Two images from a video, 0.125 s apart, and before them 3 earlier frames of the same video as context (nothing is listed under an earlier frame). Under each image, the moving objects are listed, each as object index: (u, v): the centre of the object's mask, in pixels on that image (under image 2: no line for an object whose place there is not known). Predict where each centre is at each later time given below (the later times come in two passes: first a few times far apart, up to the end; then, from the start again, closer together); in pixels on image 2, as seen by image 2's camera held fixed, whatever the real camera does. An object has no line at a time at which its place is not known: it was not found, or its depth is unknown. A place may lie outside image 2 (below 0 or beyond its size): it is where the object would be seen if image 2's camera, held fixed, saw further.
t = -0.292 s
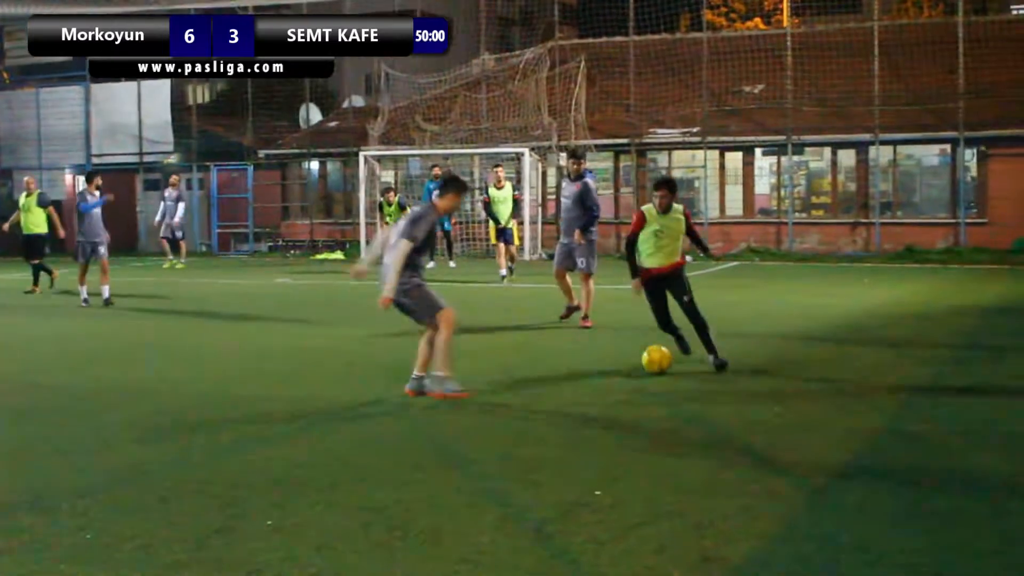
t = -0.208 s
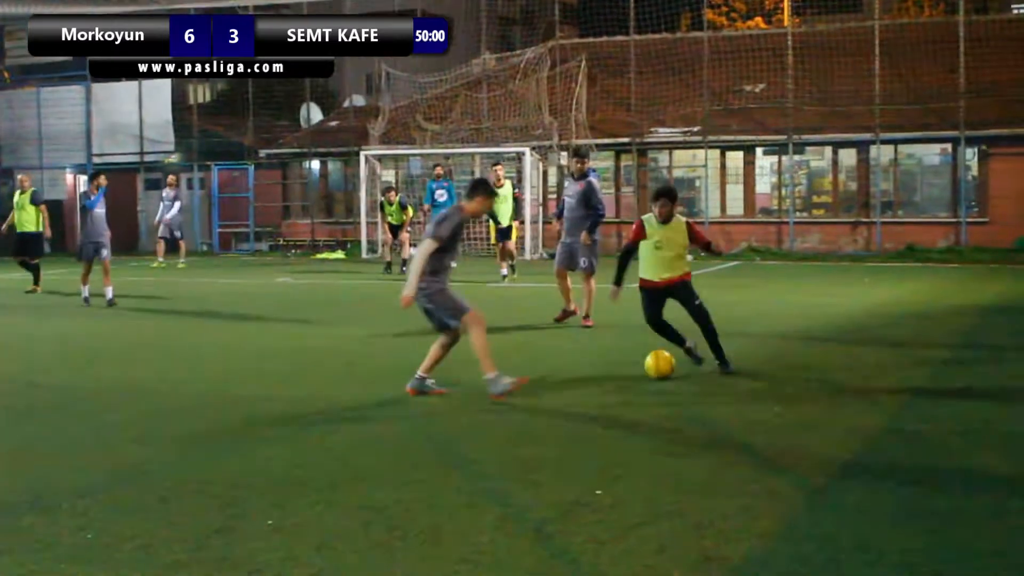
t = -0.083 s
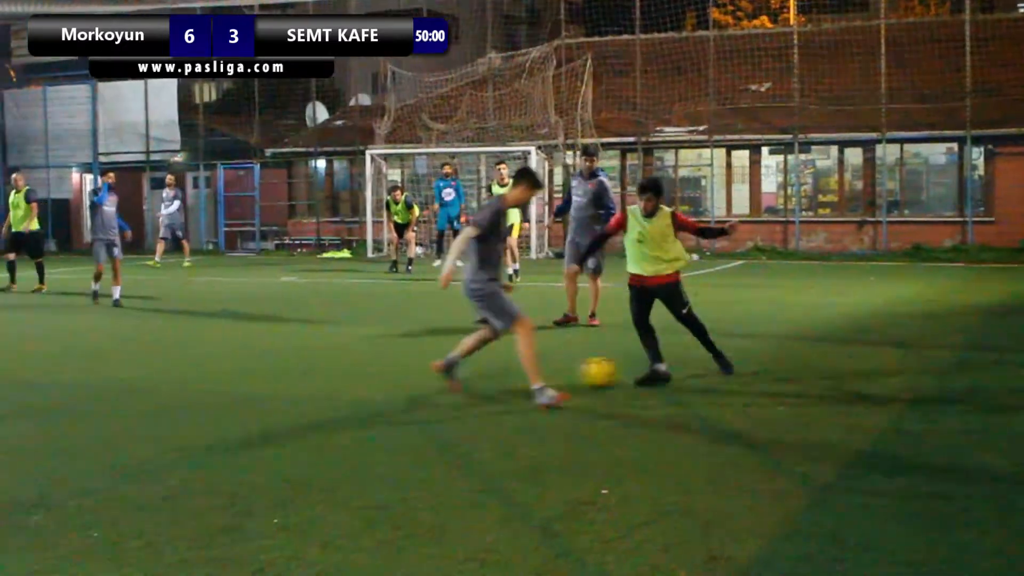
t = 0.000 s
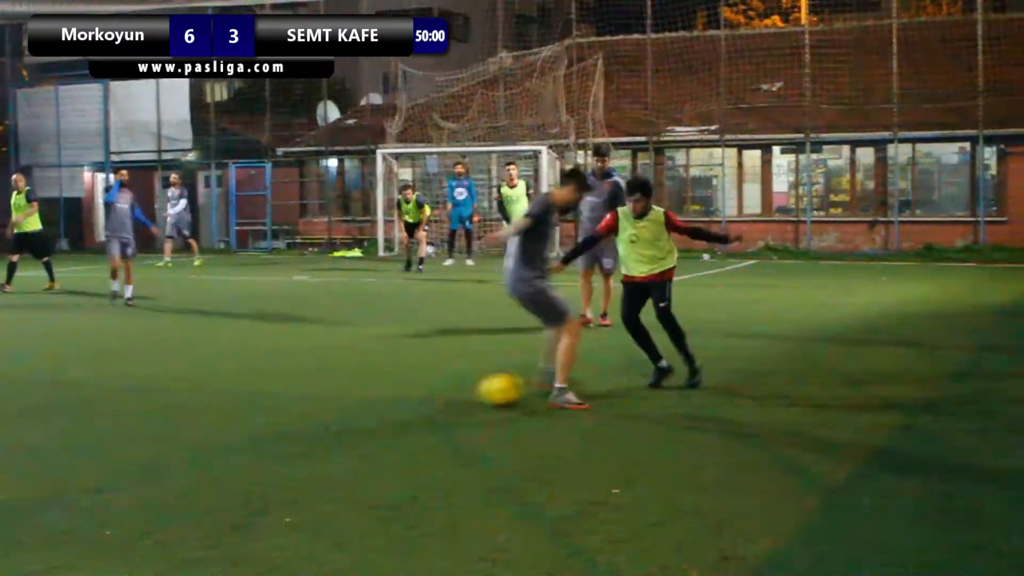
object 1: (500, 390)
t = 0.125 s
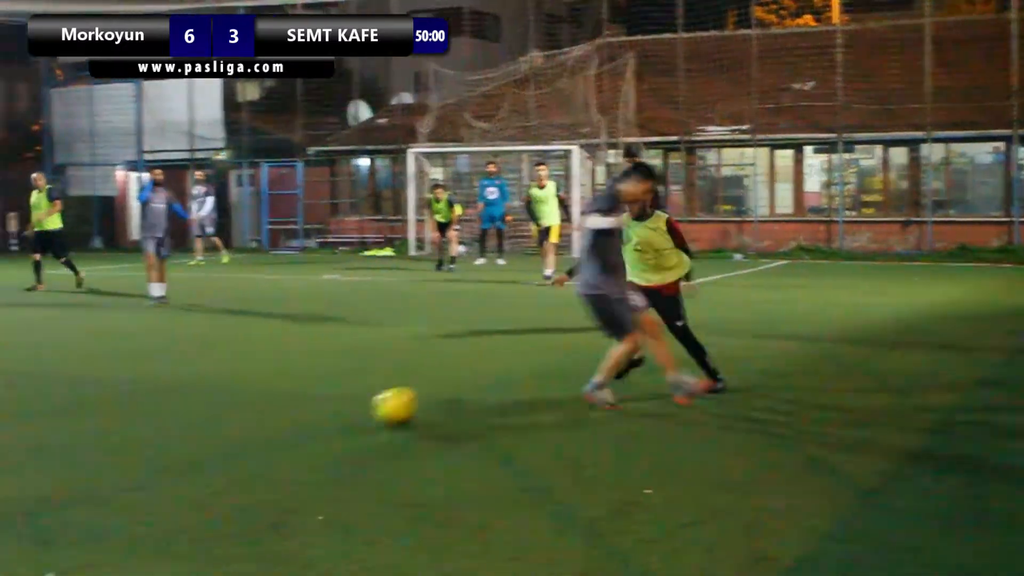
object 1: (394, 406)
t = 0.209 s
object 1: (302, 417)
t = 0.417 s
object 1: (58, 455)
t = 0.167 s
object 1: (349, 415)
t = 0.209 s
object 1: (302, 417)
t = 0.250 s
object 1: (253, 423)
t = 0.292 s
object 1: (200, 432)
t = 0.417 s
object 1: (58, 455)
